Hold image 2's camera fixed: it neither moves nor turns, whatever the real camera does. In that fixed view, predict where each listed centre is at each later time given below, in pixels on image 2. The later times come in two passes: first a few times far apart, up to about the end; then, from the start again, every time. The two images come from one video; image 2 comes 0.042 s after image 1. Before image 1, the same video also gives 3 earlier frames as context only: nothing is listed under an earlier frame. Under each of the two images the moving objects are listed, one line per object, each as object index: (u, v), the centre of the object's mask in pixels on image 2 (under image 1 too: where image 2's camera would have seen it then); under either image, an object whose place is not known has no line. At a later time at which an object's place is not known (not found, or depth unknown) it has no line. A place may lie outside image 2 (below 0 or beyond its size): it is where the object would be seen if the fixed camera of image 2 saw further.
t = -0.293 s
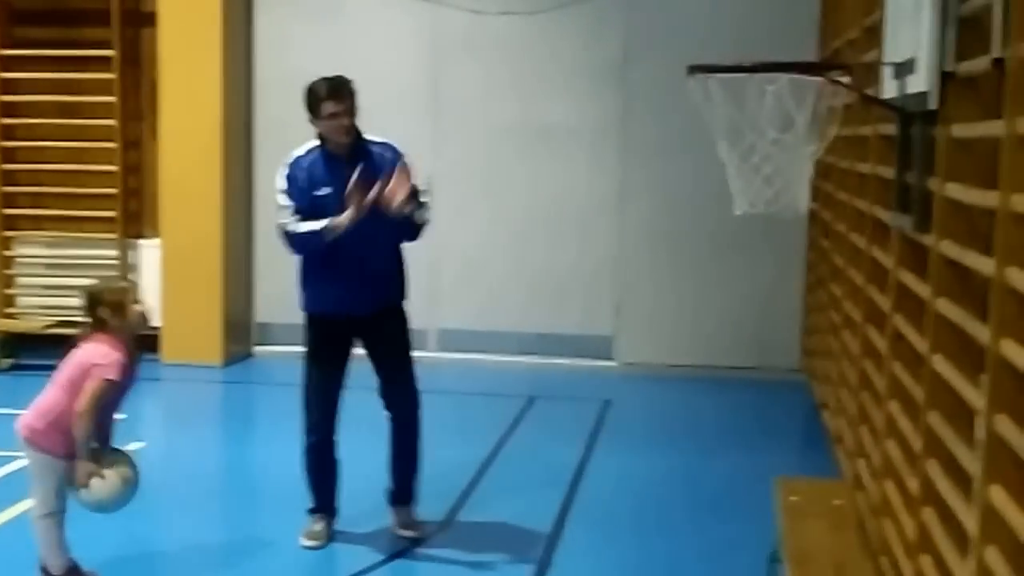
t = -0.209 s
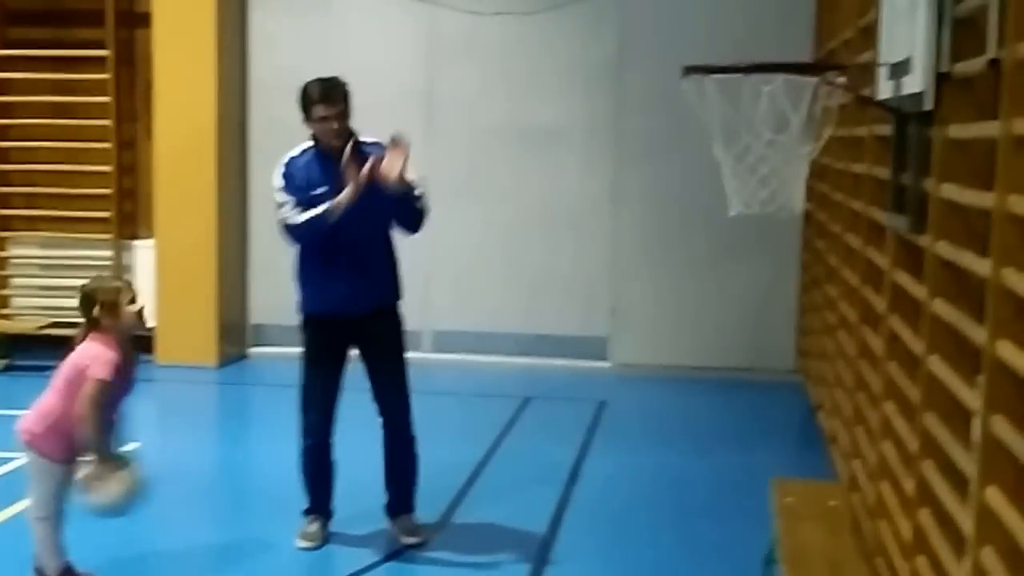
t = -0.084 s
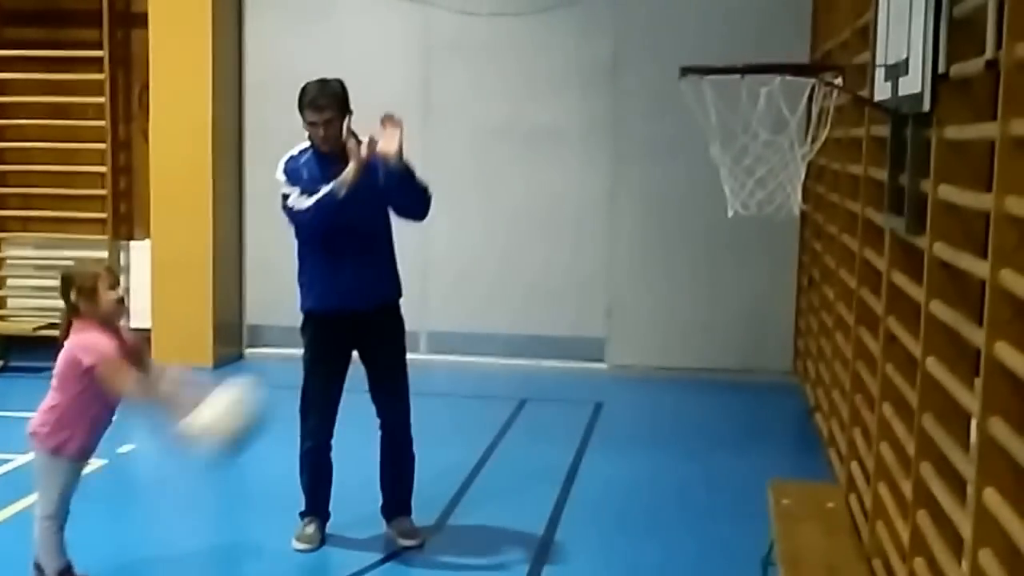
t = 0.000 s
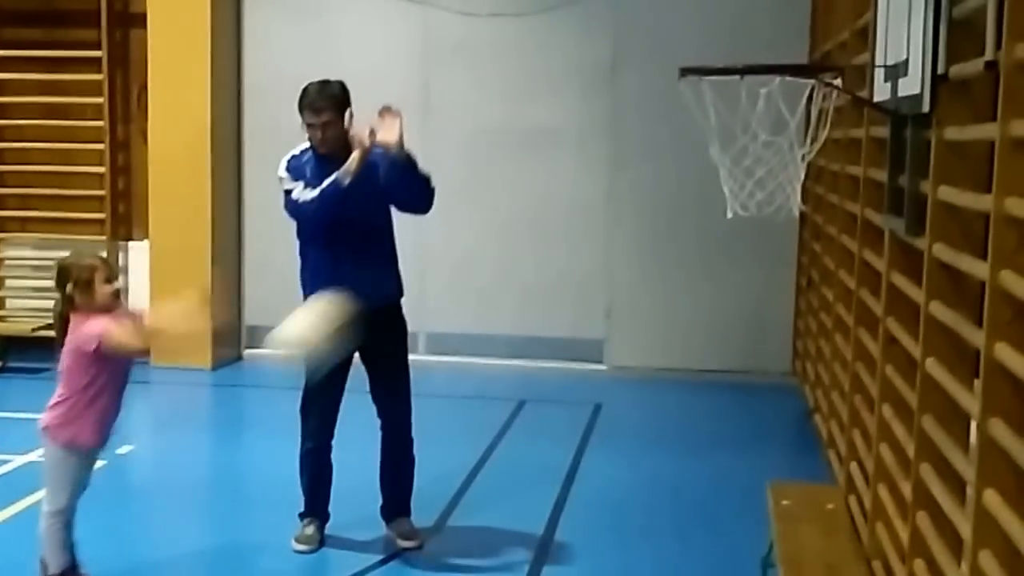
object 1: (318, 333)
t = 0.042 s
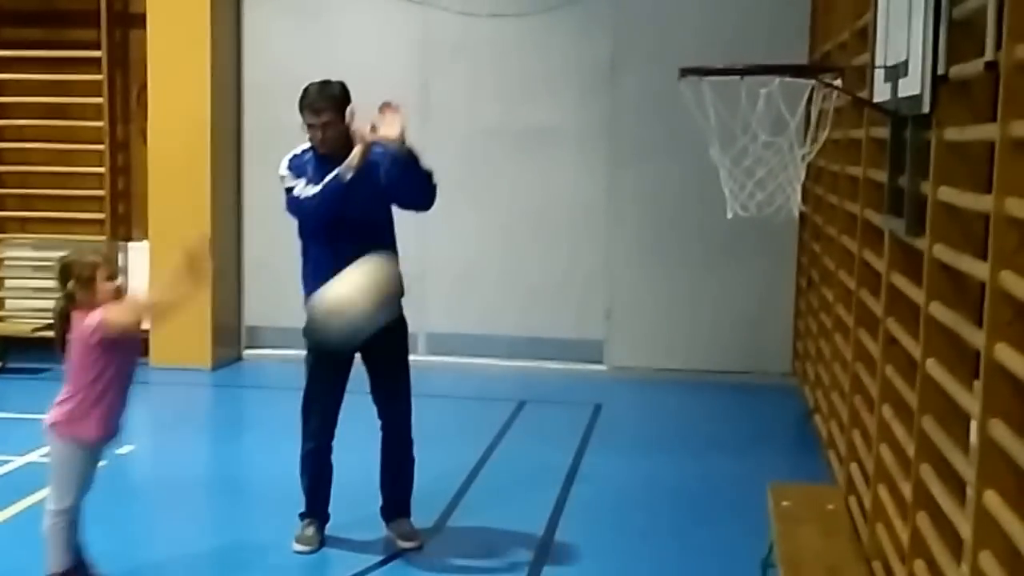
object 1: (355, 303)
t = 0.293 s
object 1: (635, 168)
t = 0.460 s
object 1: (818, 190)
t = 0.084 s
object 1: (401, 266)
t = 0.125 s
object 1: (450, 236)
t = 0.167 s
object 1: (498, 211)
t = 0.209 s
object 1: (542, 192)
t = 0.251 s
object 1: (589, 177)
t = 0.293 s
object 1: (635, 168)
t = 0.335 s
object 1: (679, 166)
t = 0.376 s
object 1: (724, 162)
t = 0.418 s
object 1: (766, 169)
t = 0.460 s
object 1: (818, 190)
